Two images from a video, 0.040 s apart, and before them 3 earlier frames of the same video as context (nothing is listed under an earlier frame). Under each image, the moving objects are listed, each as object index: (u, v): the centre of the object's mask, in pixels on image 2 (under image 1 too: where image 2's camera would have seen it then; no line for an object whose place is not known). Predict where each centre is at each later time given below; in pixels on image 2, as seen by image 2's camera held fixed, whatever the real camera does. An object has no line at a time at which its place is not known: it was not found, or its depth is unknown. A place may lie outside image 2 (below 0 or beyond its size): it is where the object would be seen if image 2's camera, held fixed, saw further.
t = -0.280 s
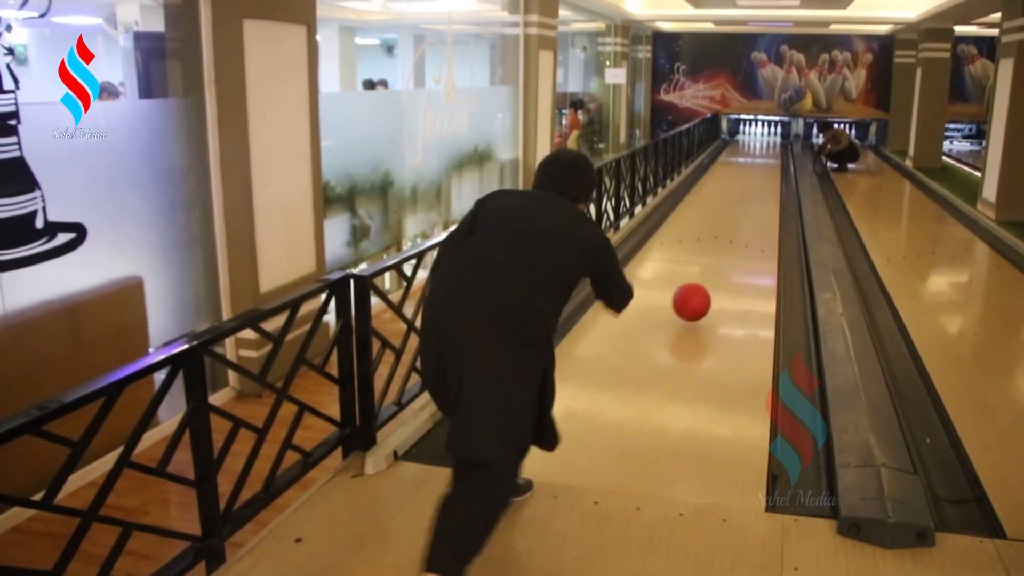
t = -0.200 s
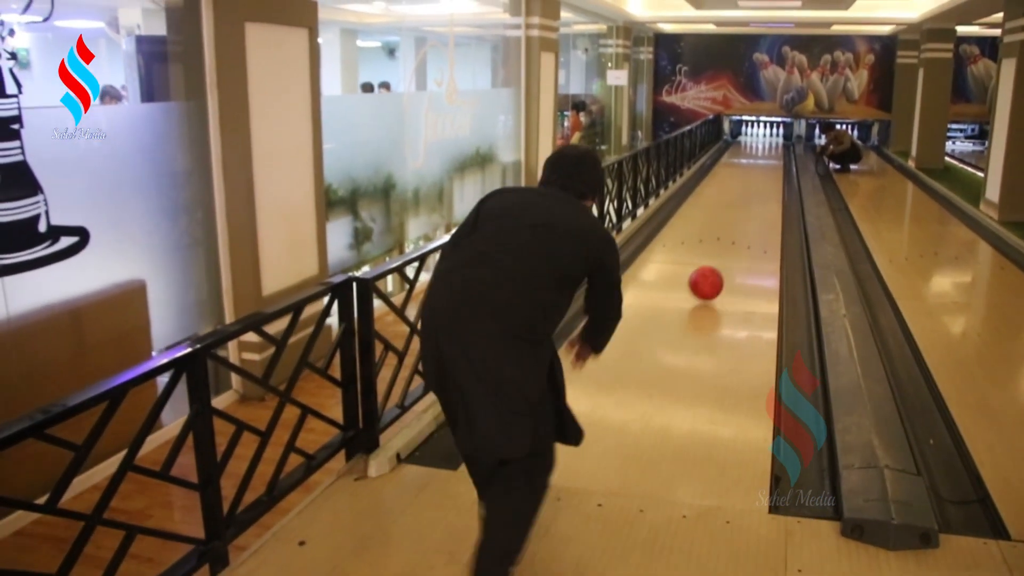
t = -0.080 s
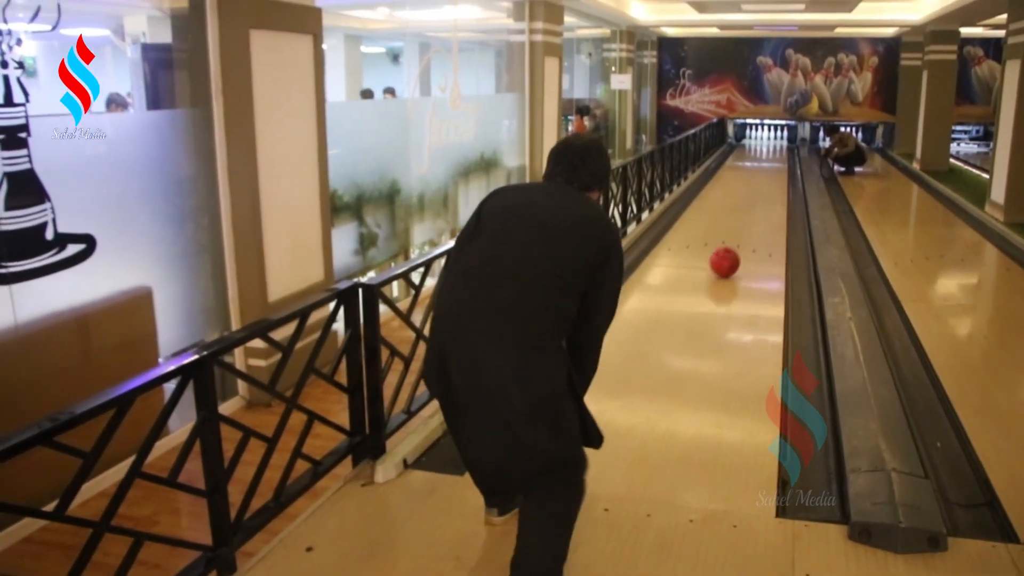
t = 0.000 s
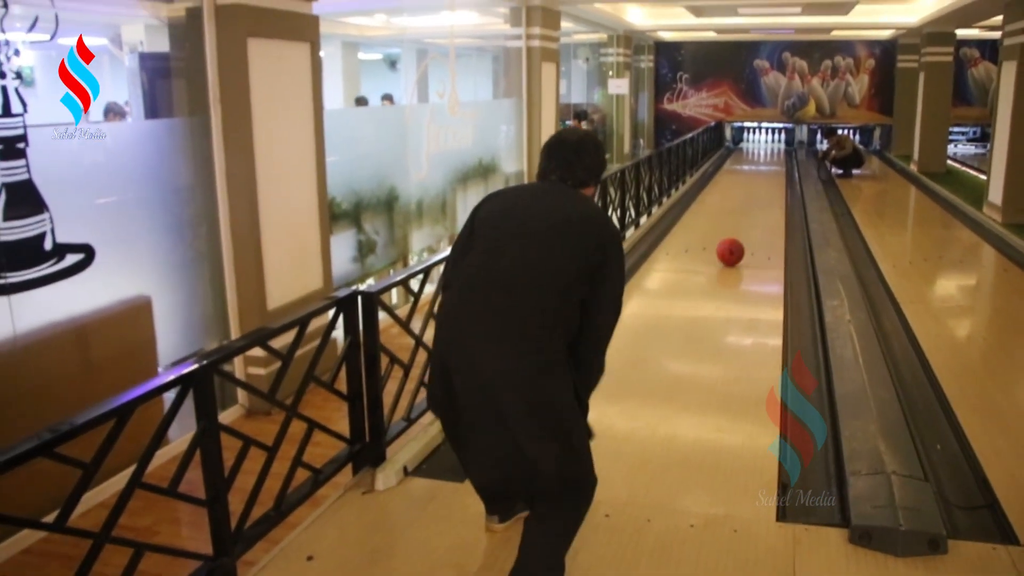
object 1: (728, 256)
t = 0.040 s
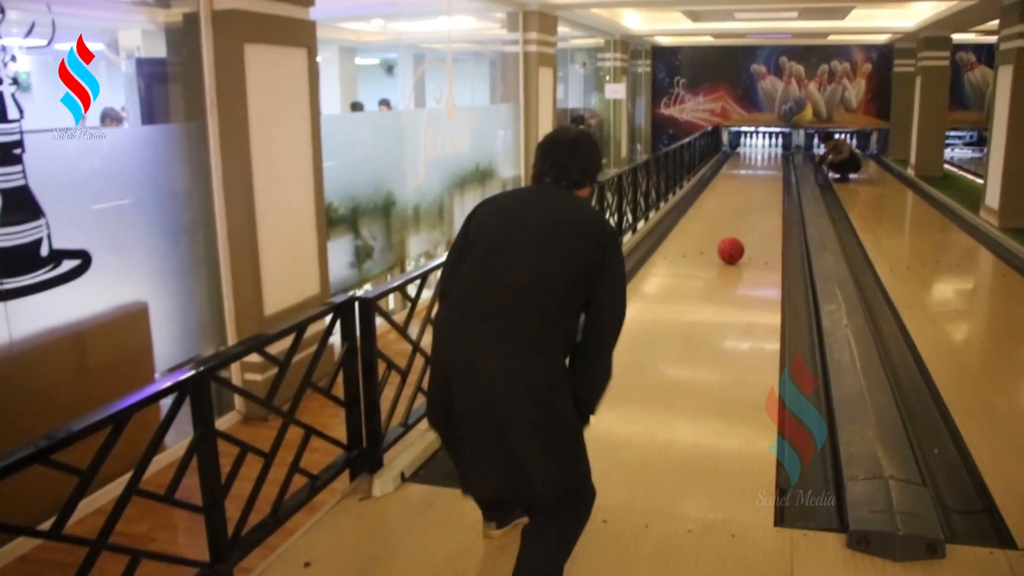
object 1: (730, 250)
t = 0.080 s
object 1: (733, 245)
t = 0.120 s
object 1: (735, 241)
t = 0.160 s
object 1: (737, 237)
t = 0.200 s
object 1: (738, 234)
